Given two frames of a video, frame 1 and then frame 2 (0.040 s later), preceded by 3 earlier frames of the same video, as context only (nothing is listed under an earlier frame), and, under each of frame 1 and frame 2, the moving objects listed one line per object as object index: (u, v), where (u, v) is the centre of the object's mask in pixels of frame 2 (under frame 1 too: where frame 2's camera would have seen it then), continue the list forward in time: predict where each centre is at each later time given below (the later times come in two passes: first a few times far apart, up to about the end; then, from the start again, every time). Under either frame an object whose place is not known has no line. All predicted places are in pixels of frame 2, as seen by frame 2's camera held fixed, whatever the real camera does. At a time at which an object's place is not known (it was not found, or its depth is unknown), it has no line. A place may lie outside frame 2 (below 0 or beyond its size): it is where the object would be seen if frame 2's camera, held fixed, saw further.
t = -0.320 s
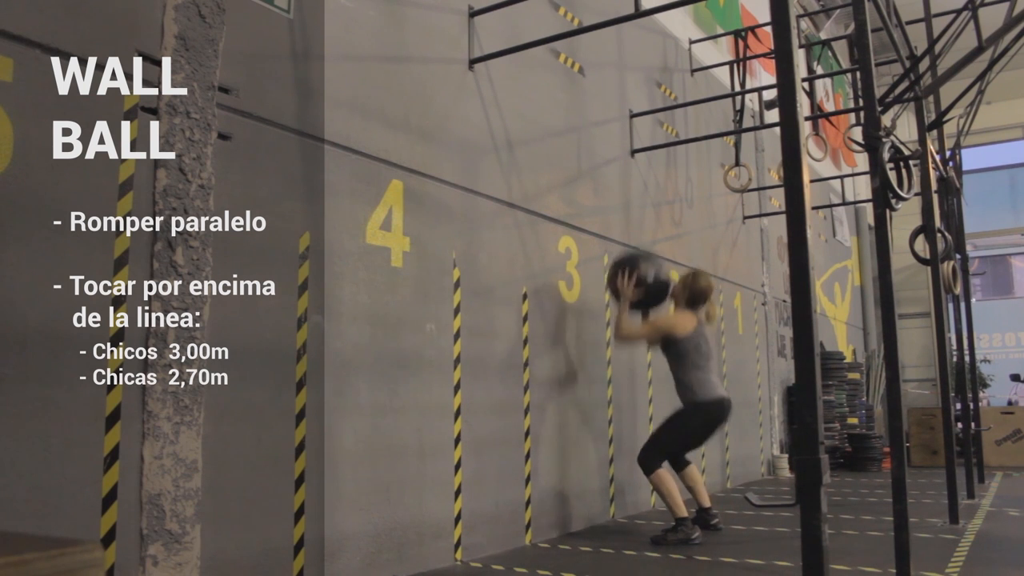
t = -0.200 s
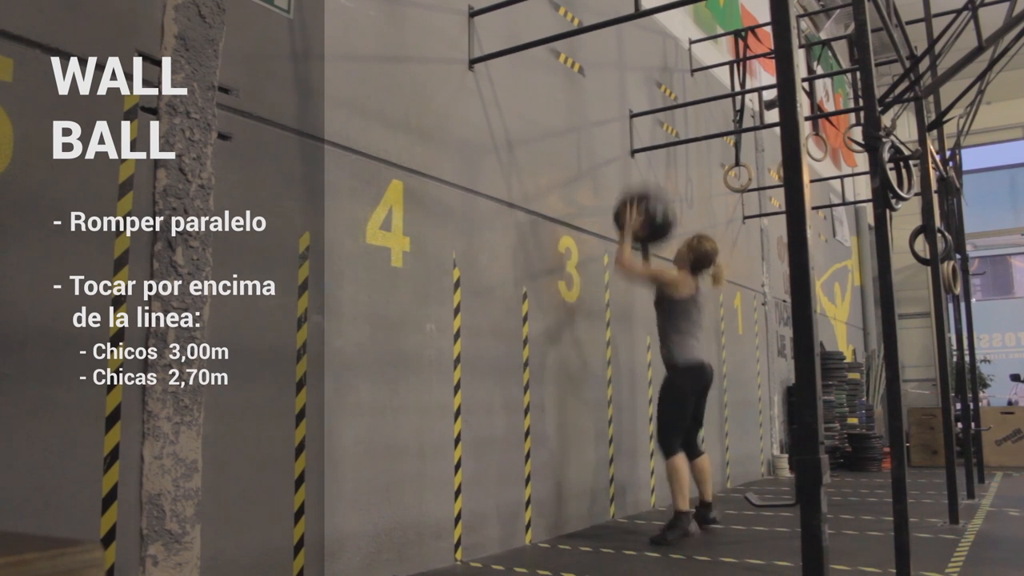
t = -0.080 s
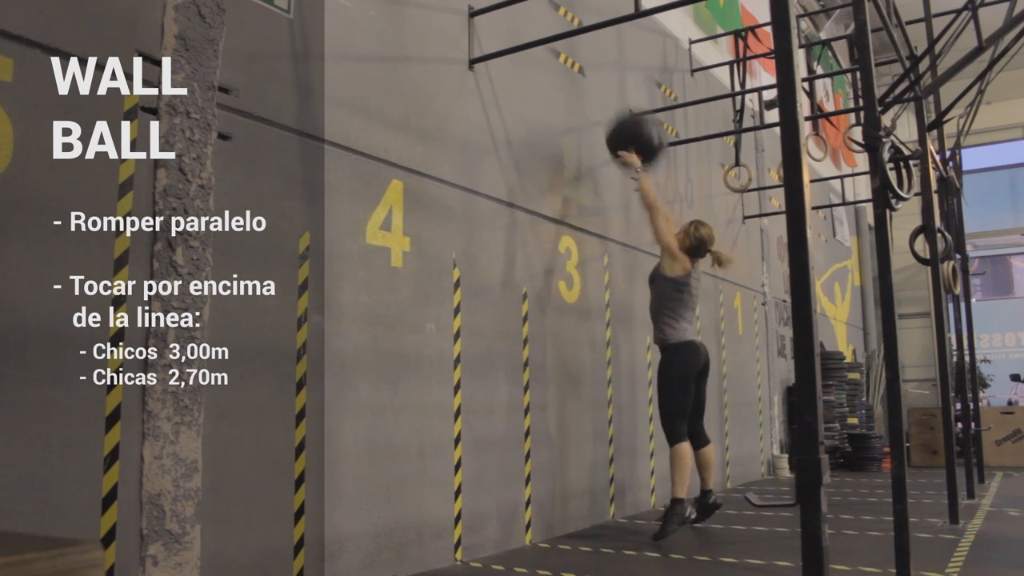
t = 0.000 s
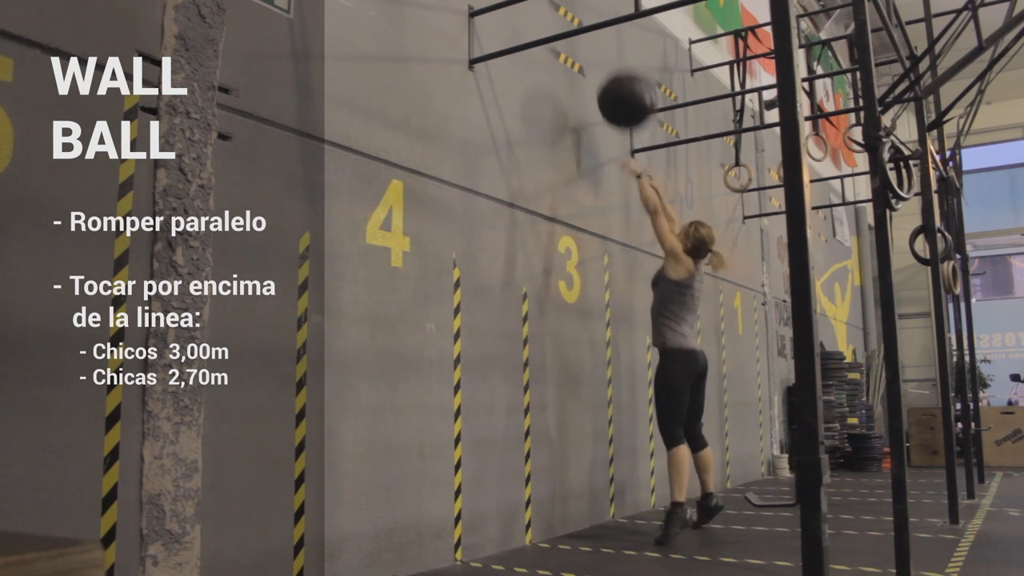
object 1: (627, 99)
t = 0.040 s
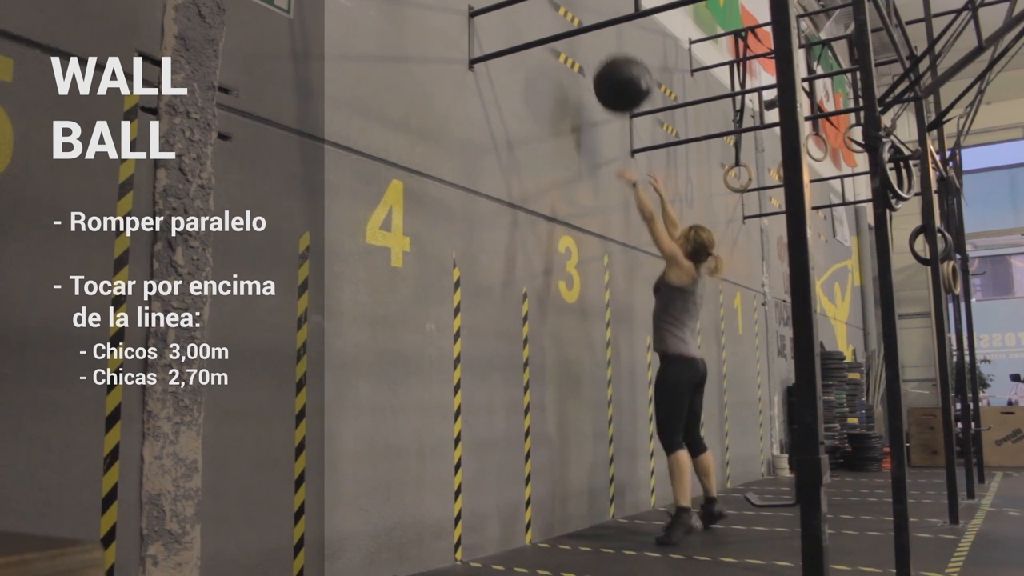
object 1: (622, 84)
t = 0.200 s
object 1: (608, 50)
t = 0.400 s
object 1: (600, 53)
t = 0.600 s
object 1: (614, 109)
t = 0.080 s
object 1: (618, 70)
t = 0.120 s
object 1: (614, 60)
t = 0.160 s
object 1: (611, 53)
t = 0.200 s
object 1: (608, 50)
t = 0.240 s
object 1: (605, 49)
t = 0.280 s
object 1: (598, 49)
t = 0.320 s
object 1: (596, 50)
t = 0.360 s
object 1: (597, 51)
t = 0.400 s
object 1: (600, 53)
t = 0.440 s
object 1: (603, 57)
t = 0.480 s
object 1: (605, 65)
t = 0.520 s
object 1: (608, 77)
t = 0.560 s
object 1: (611, 91)
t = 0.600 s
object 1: (614, 109)
